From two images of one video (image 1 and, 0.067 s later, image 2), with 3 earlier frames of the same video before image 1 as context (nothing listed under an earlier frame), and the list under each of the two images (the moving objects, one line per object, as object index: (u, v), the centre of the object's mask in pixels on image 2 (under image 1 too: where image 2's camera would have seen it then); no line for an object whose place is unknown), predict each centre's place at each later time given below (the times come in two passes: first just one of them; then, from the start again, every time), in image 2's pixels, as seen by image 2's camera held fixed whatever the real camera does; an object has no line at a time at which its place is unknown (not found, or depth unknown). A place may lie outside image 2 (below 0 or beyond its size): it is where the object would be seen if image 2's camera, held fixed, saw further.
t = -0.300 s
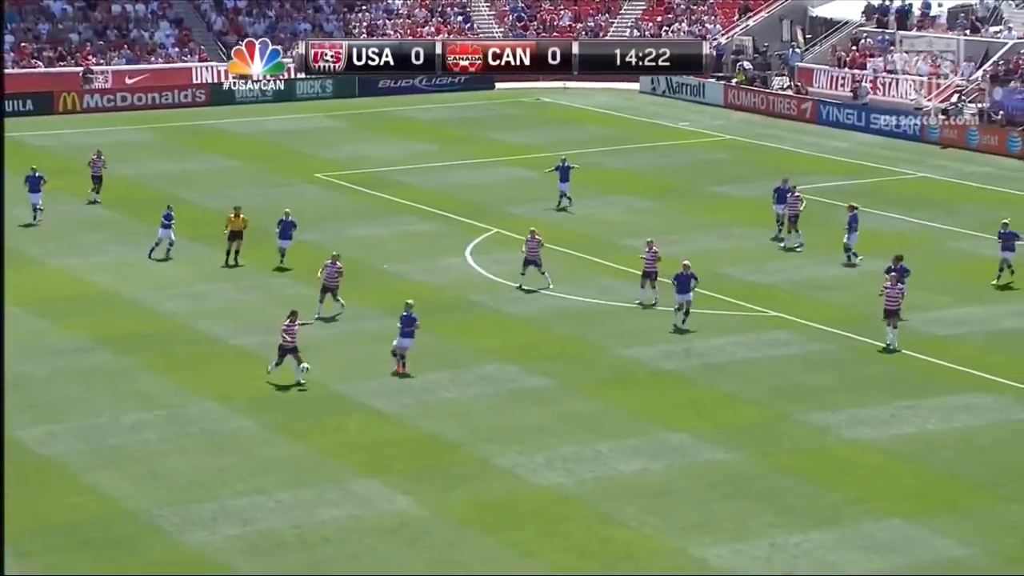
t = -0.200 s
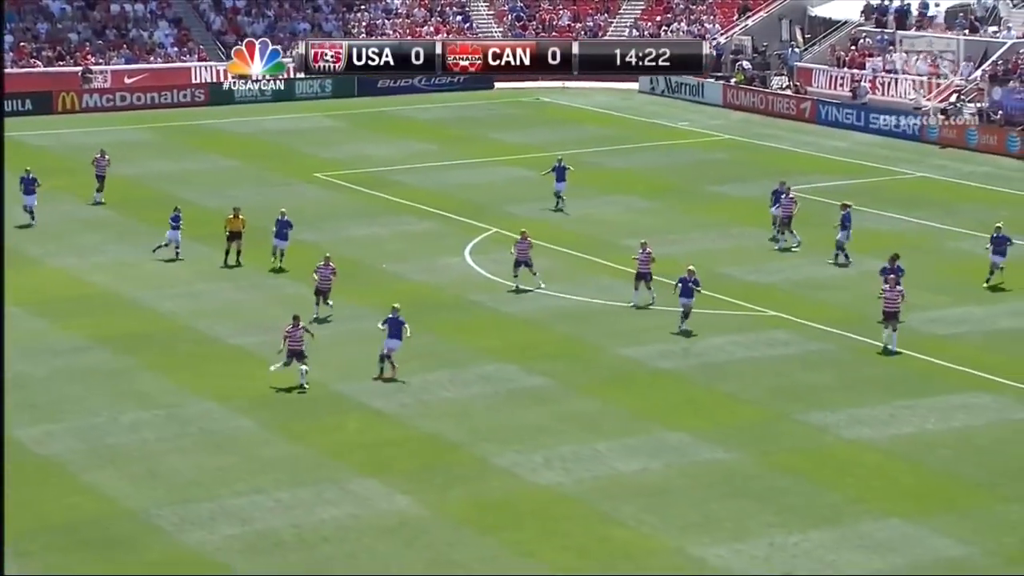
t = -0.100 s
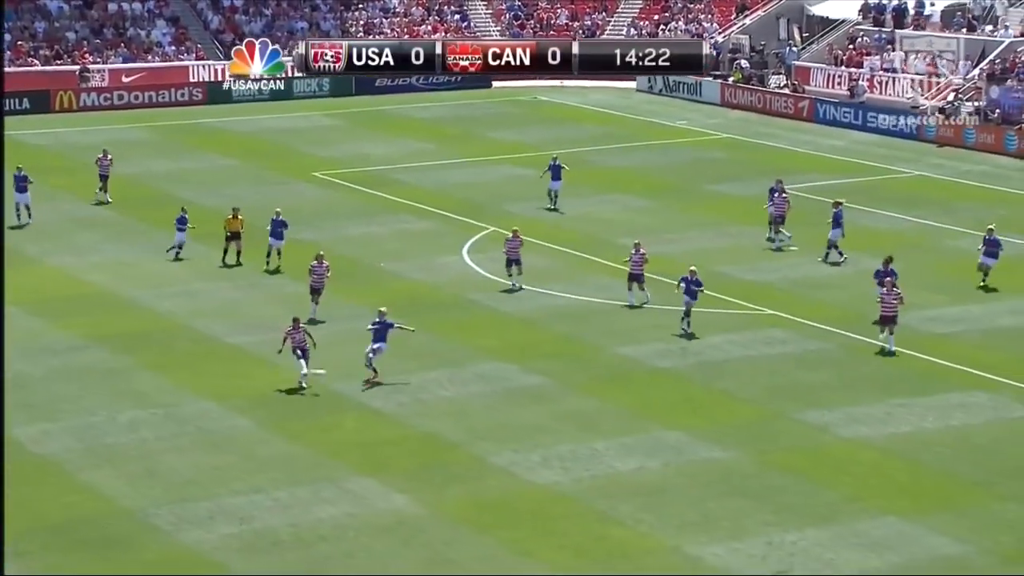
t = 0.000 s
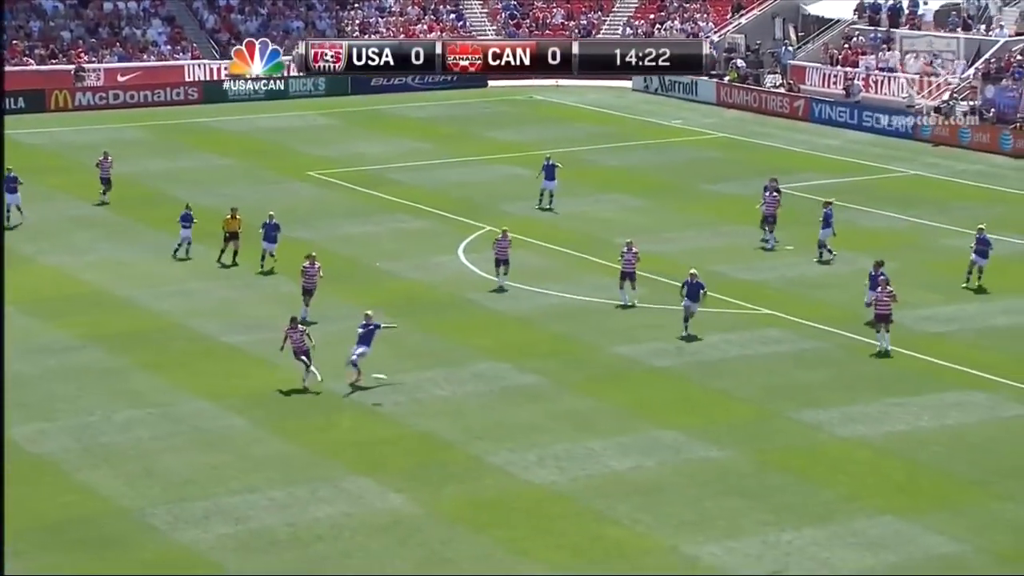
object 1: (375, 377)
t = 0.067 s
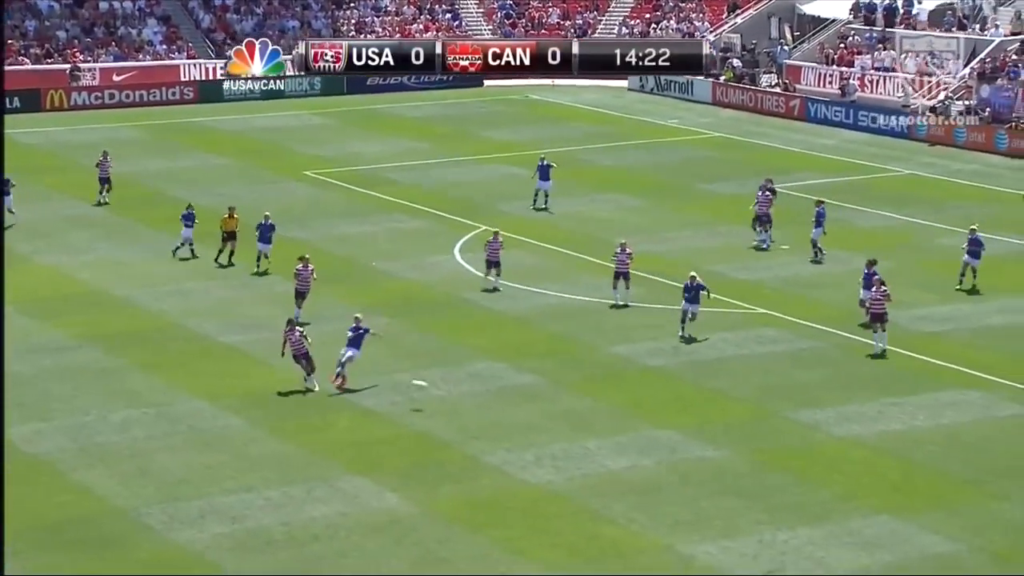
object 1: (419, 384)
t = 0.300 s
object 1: (572, 421)
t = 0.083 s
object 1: (430, 387)
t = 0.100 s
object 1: (442, 389)
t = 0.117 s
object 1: (452, 391)
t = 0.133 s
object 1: (463, 394)
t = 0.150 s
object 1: (474, 397)
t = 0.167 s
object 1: (486, 399)
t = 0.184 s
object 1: (497, 403)
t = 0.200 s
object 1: (508, 406)
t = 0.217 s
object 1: (519, 411)
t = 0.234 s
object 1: (530, 415)
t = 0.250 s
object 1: (542, 419)
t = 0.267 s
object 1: (553, 422)
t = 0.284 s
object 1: (562, 423)
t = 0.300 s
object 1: (572, 421)
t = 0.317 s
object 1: (582, 421)
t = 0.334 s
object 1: (591, 420)
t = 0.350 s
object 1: (600, 420)
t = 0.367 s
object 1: (610, 420)
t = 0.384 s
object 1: (620, 420)
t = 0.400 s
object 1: (630, 419)
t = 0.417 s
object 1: (640, 420)
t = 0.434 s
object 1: (649, 421)
